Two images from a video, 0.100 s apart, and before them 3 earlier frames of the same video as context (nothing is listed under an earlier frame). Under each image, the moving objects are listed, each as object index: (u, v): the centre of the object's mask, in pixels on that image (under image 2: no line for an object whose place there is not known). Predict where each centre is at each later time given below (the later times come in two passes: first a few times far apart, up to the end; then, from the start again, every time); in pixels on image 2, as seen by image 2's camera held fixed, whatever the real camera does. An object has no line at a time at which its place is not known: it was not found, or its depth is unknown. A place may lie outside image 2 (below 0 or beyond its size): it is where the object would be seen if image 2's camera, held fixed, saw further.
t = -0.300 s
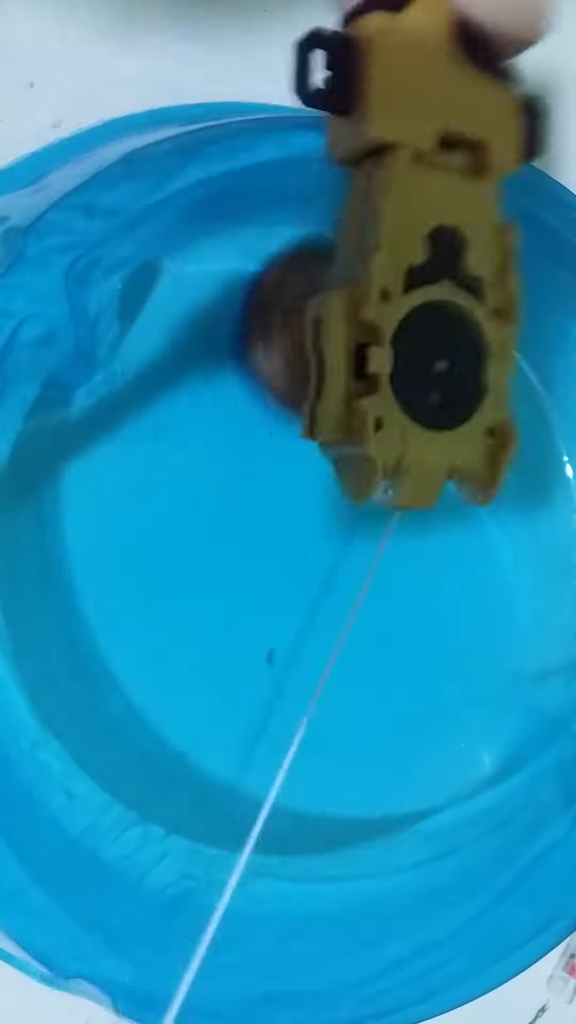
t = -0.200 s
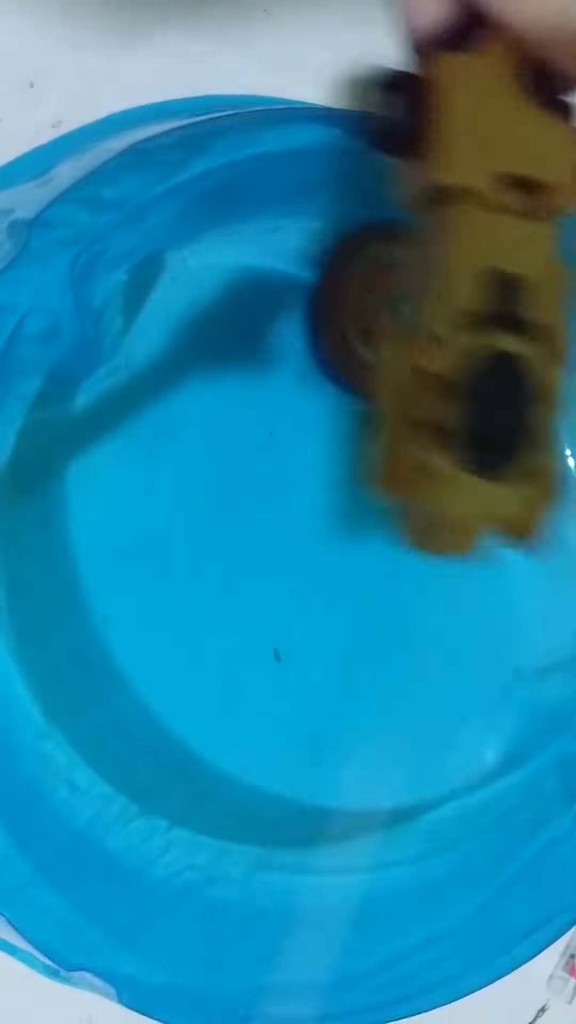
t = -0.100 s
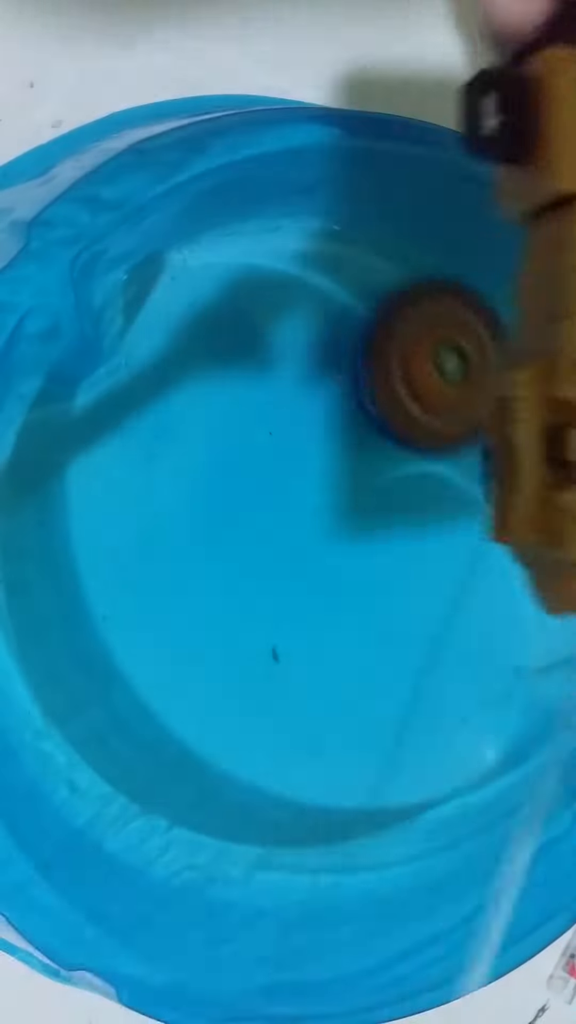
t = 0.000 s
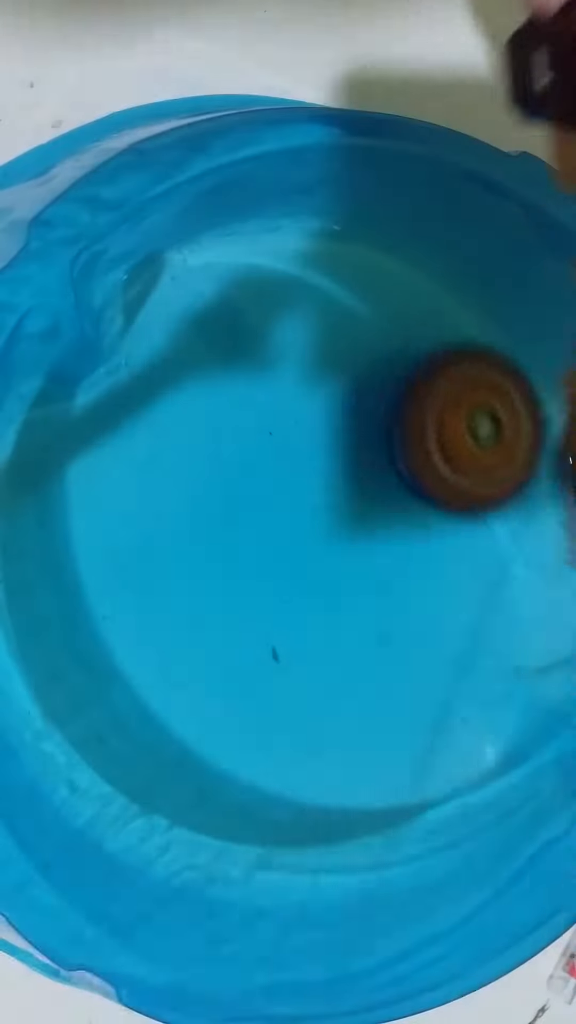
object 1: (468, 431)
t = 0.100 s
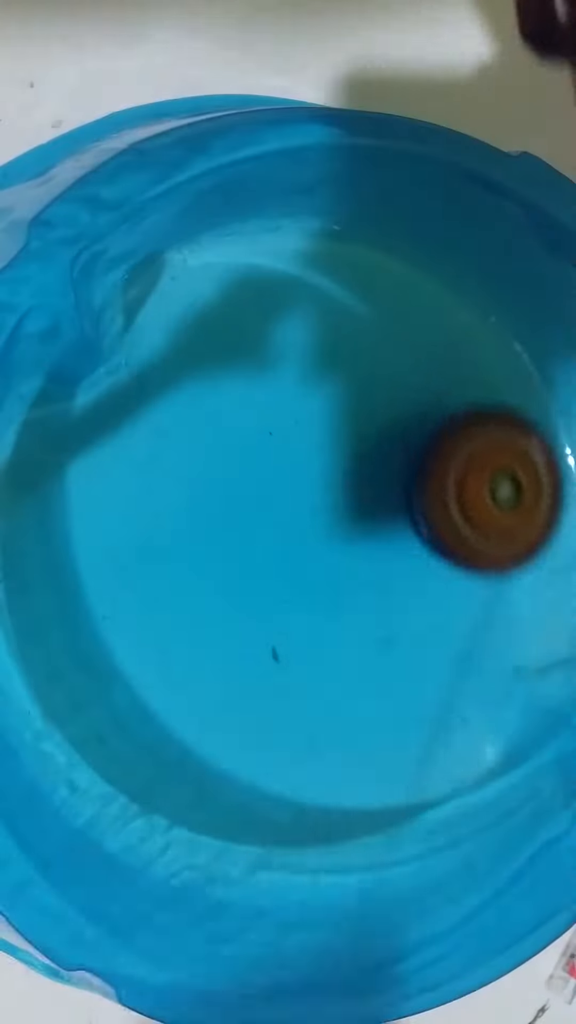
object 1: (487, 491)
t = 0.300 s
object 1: (497, 604)
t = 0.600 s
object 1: (438, 704)
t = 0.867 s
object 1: (367, 701)
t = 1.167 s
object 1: (322, 644)
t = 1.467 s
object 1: (281, 580)
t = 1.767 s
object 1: (249, 507)
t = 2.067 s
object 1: (261, 478)
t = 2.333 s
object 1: (271, 497)
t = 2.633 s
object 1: (273, 548)
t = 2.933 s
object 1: (282, 599)
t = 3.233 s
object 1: (297, 646)
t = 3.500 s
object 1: (313, 661)
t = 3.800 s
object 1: (332, 647)
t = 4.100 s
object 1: (340, 622)
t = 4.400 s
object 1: (325, 585)
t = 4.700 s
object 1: (285, 542)
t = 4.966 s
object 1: (259, 515)
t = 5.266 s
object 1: (251, 514)
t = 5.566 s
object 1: (255, 534)
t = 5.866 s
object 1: (275, 564)
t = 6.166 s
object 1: (299, 603)
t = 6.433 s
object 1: (325, 625)
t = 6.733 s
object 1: (349, 622)
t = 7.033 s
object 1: (352, 606)
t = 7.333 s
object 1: (322, 575)
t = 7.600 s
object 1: (277, 541)
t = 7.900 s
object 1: (245, 509)
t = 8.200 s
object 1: (260, 511)
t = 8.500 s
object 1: (277, 556)
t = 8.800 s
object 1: (294, 617)
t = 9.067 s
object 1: (310, 656)
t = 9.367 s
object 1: (318, 664)
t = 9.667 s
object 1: (319, 650)
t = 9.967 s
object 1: (307, 628)
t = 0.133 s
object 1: (491, 511)
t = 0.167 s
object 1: (494, 531)
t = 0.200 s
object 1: (496, 549)
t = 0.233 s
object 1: (499, 569)
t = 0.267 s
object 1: (499, 587)
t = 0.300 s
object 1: (497, 604)
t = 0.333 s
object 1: (495, 620)
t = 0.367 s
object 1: (492, 637)
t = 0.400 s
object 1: (489, 652)
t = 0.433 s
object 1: (484, 665)
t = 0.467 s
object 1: (474, 676)
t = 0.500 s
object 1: (464, 687)
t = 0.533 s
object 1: (454, 695)
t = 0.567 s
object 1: (445, 701)
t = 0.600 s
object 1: (438, 704)
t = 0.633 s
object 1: (431, 706)
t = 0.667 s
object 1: (424, 707)
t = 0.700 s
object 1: (416, 708)
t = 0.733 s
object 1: (406, 708)
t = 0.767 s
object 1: (397, 707)
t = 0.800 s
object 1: (387, 706)
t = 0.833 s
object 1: (377, 704)
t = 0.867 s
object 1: (367, 701)
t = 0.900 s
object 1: (358, 696)
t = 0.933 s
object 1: (351, 692)
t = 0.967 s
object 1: (345, 688)
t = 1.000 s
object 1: (340, 682)
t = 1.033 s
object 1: (335, 675)
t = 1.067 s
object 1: (332, 668)
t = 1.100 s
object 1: (328, 661)
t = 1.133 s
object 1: (325, 653)
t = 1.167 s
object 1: (322, 644)
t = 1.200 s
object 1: (318, 636)
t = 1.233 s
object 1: (315, 628)
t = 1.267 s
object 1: (311, 621)
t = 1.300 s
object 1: (307, 614)
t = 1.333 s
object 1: (303, 607)
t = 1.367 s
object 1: (298, 600)
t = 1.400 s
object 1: (293, 594)
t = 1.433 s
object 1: (287, 587)
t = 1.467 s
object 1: (281, 580)
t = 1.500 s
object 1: (275, 572)
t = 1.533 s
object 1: (270, 565)
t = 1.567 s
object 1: (266, 556)
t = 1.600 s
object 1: (262, 548)
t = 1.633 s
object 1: (259, 539)
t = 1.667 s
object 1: (256, 531)
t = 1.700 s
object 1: (253, 523)
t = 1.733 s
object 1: (250, 515)
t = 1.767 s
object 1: (249, 507)
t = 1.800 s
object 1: (248, 501)
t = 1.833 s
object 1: (249, 496)
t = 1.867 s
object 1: (250, 492)
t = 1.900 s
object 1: (252, 488)
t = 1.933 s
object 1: (253, 484)
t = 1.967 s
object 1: (255, 482)
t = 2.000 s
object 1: (257, 479)
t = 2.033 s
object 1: (259, 478)
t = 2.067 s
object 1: (261, 478)
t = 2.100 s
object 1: (262, 477)
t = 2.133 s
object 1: (264, 478)
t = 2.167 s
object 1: (265, 480)
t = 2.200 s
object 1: (266, 483)
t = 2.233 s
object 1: (268, 486)
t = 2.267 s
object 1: (269, 489)
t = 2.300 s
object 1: (270, 493)
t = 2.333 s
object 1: (271, 497)
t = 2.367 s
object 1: (272, 503)
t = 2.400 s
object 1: (273, 508)
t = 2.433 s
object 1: (274, 513)
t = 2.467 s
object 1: (274, 519)
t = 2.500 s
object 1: (273, 524)
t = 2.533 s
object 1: (272, 531)
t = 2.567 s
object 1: (272, 537)
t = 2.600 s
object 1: (272, 543)
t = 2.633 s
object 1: (273, 548)
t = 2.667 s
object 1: (274, 554)
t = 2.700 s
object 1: (274, 560)
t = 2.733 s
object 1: (275, 565)
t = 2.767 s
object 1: (276, 570)
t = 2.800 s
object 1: (278, 575)
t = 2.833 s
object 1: (279, 581)
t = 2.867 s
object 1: (280, 587)
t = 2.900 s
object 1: (281, 593)
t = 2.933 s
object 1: (282, 599)
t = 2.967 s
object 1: (282, 606)
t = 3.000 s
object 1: (284, 611)
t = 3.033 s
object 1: (285, 618)
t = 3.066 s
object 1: (287, 624)
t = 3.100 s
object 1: (290, 630)
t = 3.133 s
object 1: (291, 635)
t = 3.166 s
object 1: (293, 640)
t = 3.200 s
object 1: (295, 643)
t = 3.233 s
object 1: (297, 646)
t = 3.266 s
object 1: (299, 650)
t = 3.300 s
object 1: (301, 652)
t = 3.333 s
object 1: (303, 654)
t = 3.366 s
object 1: (306, 656)
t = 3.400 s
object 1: (308, 658)
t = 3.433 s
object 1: (310, 659)
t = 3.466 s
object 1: (311, 660)
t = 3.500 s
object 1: (313, 661)
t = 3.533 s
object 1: (315, 661)
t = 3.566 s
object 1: (316, 660)
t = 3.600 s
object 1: (318, 659)
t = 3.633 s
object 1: (320, 659)
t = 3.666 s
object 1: (323, 658)
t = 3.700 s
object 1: (325, 655)
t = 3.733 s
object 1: (327, 653)
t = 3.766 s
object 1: (330, 650)
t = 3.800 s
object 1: (332, 647)
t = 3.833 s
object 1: (334, 645)
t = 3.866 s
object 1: (335, 642)
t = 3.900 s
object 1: (336, 640)
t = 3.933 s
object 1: (337, 638)
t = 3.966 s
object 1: (338, 635)
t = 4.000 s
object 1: (339, 632)
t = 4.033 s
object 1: (340, 630)
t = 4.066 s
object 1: (340, 626)
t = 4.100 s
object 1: (340, 622)
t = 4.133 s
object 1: (341, 619)
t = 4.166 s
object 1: (341, 616)
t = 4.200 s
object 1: (341, 612)
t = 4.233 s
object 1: (340, 607)
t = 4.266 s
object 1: (338, 603)
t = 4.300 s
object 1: (336, 599)
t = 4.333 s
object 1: (333, 594)
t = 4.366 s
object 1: (329, 589)
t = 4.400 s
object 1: (325, 585)
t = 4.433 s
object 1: (320, 580)
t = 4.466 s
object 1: (315, 574)
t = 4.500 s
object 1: (310, 569)
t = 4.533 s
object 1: (305, 564)
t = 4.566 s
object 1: (300, 559)
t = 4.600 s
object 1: (296, 555)
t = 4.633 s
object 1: (292, 550)
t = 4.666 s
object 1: (288, 546)
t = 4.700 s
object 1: (285, 542)
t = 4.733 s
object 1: (281, 539)
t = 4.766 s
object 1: (278, 534)
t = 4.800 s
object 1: (275, 530)
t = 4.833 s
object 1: (272, 527)
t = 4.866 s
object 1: (269, 524)
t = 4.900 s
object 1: (266, 520)
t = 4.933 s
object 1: (262, 518)
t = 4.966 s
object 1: (259, 515)
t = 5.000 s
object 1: (257, 514)
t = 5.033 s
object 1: (255, 513)
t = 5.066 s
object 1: (254, 512)
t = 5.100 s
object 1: (253, 511)
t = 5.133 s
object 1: (252, 511)
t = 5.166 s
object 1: (252, 511)
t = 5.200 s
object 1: (251, 512)
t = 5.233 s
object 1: (251, 512)
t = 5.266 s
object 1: (251, 514)
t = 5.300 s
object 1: (251, 515)
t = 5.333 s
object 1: (251, 517)
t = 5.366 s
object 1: (251, 519)
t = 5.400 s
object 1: (251, 521)
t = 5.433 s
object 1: (252, 523)
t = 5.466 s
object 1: (252, 526)
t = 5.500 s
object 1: (253, 528)
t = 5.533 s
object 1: (254, 531)
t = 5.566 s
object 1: (255, 534)
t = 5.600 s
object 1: (256, 537)
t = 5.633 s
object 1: (258, 540)
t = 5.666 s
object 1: (259, 543)
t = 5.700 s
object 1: (261, 547)
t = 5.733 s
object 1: (264, 551)
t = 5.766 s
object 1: (267, 554)
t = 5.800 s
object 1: (269, 557)
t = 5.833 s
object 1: (272, 560)
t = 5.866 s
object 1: (275, 564)
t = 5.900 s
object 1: (278, 568)
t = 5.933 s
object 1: (281, 571)
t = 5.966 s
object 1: (284, 575)
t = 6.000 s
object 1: (287, 580)
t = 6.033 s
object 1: (290, 584)
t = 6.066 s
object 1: (291, 588)
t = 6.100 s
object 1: (294, 593)
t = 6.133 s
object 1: (296, 598)
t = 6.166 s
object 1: (299, 603)
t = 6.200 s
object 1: (303, 606)
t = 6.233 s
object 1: (306, 610)
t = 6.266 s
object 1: (309, 613)
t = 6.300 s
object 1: (313, 616)
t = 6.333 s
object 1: (316, 619)
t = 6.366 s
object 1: (318, 621)
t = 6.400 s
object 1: (321, 623)
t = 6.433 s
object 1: (325, 625)
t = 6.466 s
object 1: (328, 625)
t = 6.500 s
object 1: (331, 627)
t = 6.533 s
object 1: (334, 626)
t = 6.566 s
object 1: (337, 626)
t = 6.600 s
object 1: (340, 625)
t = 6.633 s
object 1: (343, 624)
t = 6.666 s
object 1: (345, 624)
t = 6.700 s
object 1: (347, 623)
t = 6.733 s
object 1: (349, 622)
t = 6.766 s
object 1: (350, 620)
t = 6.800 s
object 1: (352, 619)
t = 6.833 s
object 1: (352, 617)
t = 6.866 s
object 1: (352, 615)
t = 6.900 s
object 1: (352, 614)
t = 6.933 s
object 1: (352, 612)
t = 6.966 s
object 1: (352, 611)
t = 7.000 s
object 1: (352, 608)
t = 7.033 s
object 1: (352, 606)
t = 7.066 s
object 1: (351, 602)
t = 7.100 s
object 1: (349, 599)
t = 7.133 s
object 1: (347, 595)
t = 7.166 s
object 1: (344, 592)
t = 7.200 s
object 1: (340, 588)
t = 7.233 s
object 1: (336, 585)
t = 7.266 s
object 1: (332, 582)
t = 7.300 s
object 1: (327, 578)
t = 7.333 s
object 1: (322, 575)
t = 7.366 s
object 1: (317, 572)
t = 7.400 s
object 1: (312, 568)
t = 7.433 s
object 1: (306, 564)
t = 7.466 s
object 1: (299, 559)
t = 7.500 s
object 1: (293, 554)
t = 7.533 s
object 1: (287, 550)
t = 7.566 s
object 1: (282, 546)
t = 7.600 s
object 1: (277, 541)
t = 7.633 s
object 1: (272, 536)
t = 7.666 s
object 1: (268, 531)
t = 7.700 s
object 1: (263, 527)
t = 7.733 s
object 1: (259, 523)
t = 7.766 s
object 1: (255, 520)
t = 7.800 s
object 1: (251, 517)
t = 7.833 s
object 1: (249, 514)
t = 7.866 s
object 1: (247, 511)
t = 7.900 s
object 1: (245, 509)
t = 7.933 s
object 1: (245, 507)
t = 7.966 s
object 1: (245, 505)
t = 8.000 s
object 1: (247, 504)
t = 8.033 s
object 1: (250, 503)
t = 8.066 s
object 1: (252, 503)
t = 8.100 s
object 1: (254, 504)
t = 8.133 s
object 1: (256, 505)
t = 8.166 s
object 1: (258, 507)
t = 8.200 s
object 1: (260, 511)
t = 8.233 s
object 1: (262, 515)
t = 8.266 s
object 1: (264, 519)
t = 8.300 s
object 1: (266, 524)
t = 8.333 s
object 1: (267, 529)
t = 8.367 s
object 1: (268, 535)
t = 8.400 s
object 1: (270, 540)
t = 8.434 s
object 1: (272, 546)
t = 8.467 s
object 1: (275, 551)
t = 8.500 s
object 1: (277, 556)
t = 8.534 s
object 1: (279, 562)
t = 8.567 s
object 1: (281, 567)
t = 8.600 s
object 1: (283, 574)
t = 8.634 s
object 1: (285, 579)
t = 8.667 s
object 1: (286, 587)
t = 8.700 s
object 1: (287, 594)
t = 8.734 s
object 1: (289, 602)
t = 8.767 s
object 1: (291, 610)
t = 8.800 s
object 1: (294, 617)
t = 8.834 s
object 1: (296, 624)
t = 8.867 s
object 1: (298, 630)
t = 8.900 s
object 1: (301, 637)
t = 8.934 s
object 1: (303, 642)
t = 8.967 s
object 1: (305, 646)
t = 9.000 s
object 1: (307, 651)
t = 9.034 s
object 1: (309, 653)
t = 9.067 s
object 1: (310, 656)
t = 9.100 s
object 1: (311, 658)
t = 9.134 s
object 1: (312, 661)
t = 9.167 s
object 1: (313, 662)
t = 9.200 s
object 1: (314, 664)
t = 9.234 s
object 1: (315, 665)
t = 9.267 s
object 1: (317, 666)
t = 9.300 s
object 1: (317, 666)
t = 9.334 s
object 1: (317, 665)
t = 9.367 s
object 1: (318, 664)
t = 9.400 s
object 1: (318, 663)
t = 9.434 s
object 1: (318, 662)
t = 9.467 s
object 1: (319, 661)
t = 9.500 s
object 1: (319, 660)
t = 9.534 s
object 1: (319, 659)
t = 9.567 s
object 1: (319, 657)
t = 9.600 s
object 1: (320, 654)
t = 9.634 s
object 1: (319, 651)
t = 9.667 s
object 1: (319, 650)
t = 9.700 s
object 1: (318, 647)
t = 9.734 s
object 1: (317, 644)
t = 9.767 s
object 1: (316, 642)
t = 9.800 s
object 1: (315, 641)
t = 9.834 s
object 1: (314, 638)
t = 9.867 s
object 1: (313, 635)
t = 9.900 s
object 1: (312, 633)
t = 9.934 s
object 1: (310, 630)
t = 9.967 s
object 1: (307, 628)
